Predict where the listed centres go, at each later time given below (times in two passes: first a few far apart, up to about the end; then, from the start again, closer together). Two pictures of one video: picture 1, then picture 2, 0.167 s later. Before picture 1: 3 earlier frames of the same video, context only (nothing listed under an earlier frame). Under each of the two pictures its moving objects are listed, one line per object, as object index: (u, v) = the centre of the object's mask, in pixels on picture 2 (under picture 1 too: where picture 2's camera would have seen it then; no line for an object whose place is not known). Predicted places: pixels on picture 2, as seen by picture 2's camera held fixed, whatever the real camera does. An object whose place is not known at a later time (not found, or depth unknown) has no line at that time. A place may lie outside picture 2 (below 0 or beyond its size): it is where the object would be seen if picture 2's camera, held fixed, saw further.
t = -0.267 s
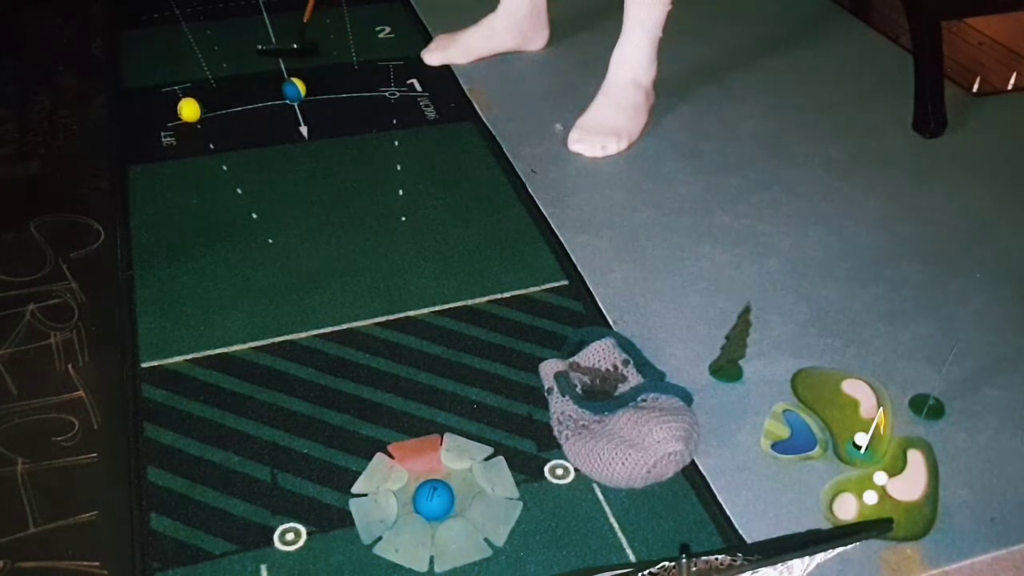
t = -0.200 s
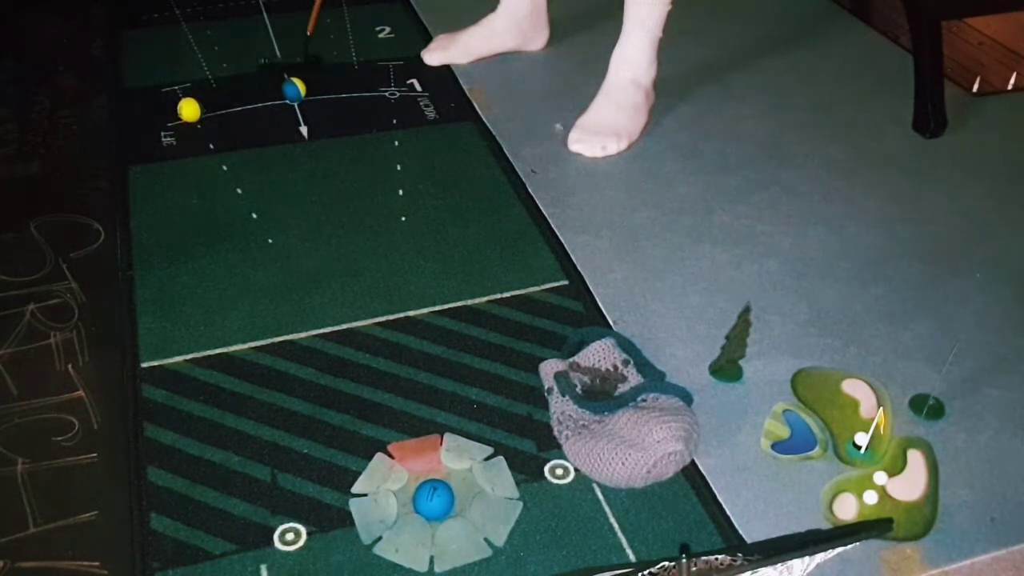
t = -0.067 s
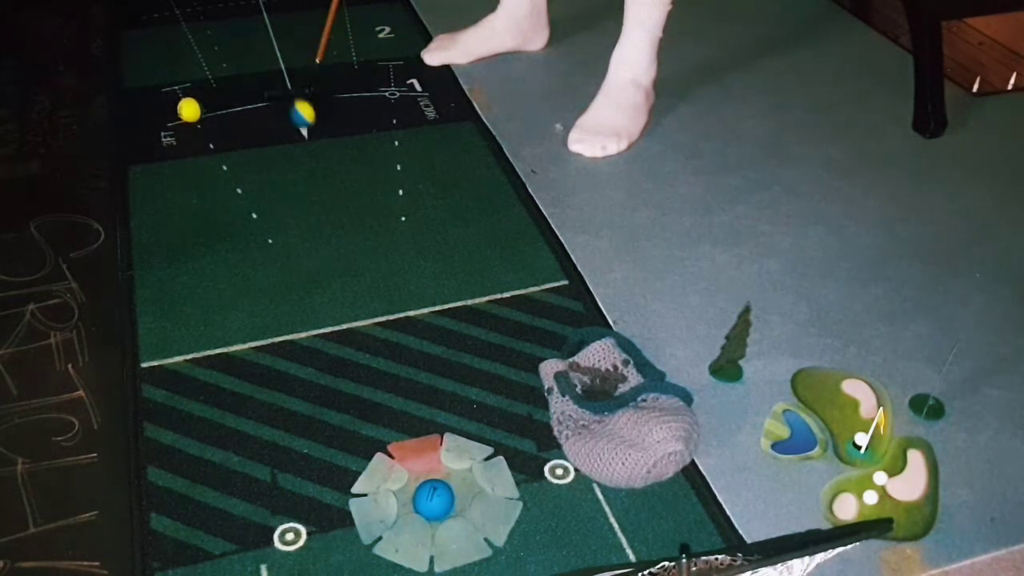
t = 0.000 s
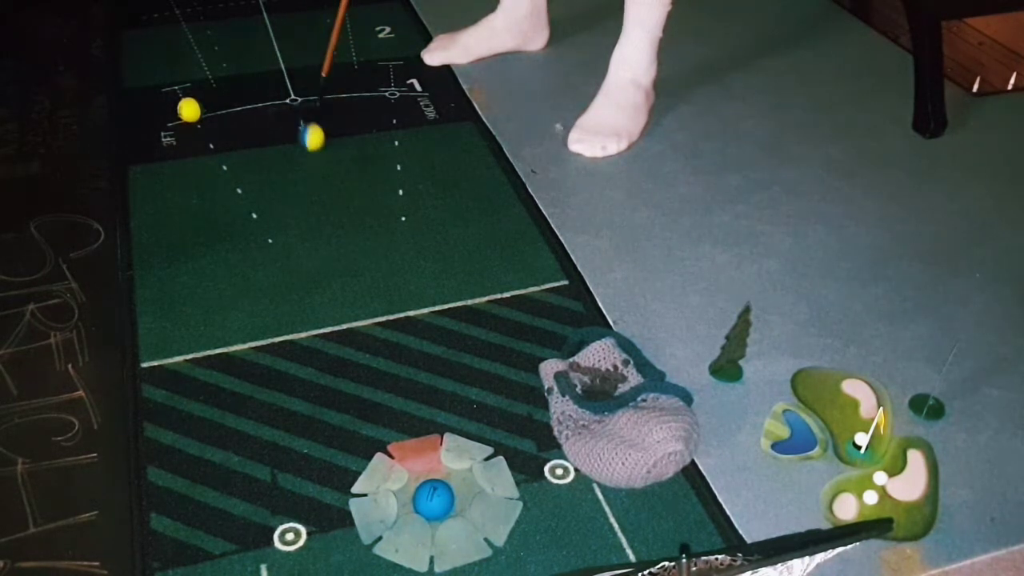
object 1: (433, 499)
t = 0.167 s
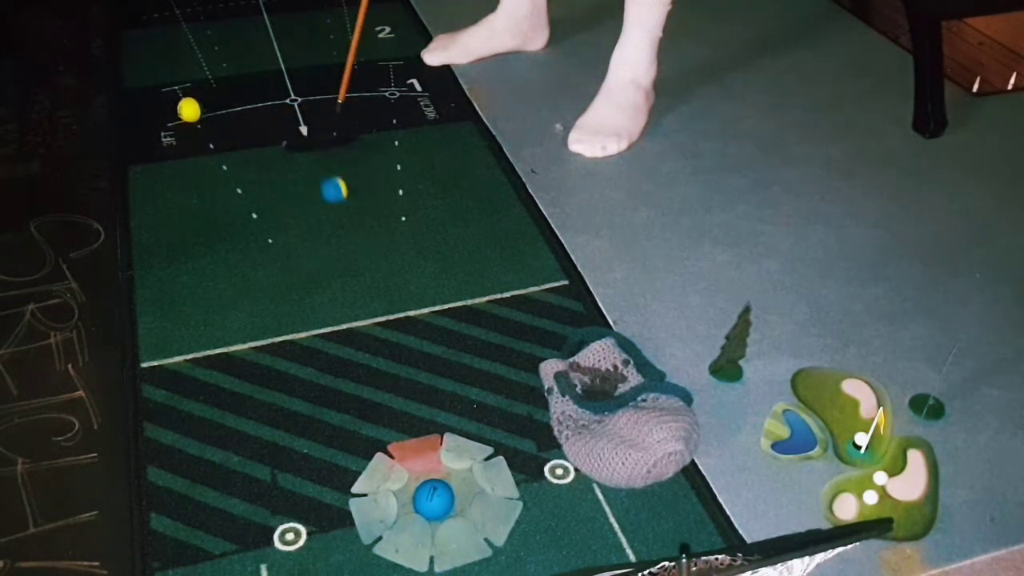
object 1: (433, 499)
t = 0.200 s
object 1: (433, 499)
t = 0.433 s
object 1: (433, 499)
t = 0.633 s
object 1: (433, 499)
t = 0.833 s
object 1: (433, 499)
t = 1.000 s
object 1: (442, 504)
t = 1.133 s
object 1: (444, 503)
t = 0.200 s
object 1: (433, 499)
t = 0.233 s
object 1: (433, 499)
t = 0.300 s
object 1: (433, 499)
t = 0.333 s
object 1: (433, 499)
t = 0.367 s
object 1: (433, 499)
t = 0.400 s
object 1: (433, 499)
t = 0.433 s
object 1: (433, 499)
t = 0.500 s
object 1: (433, 499)
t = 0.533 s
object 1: (433, 499)
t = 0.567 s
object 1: (433, 499)
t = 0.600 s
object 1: (433, 499)
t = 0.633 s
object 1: (433, 499)
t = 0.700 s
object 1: (433, 499)
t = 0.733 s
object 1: (433, 499)
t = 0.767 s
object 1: (433, 499)
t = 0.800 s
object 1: (433, 499)
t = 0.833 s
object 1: (433, 499)
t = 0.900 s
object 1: (433, 499)
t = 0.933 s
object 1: (435, 504)
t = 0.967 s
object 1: (439, 505)
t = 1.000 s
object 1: (442, 504)
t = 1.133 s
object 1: (444, 503)
